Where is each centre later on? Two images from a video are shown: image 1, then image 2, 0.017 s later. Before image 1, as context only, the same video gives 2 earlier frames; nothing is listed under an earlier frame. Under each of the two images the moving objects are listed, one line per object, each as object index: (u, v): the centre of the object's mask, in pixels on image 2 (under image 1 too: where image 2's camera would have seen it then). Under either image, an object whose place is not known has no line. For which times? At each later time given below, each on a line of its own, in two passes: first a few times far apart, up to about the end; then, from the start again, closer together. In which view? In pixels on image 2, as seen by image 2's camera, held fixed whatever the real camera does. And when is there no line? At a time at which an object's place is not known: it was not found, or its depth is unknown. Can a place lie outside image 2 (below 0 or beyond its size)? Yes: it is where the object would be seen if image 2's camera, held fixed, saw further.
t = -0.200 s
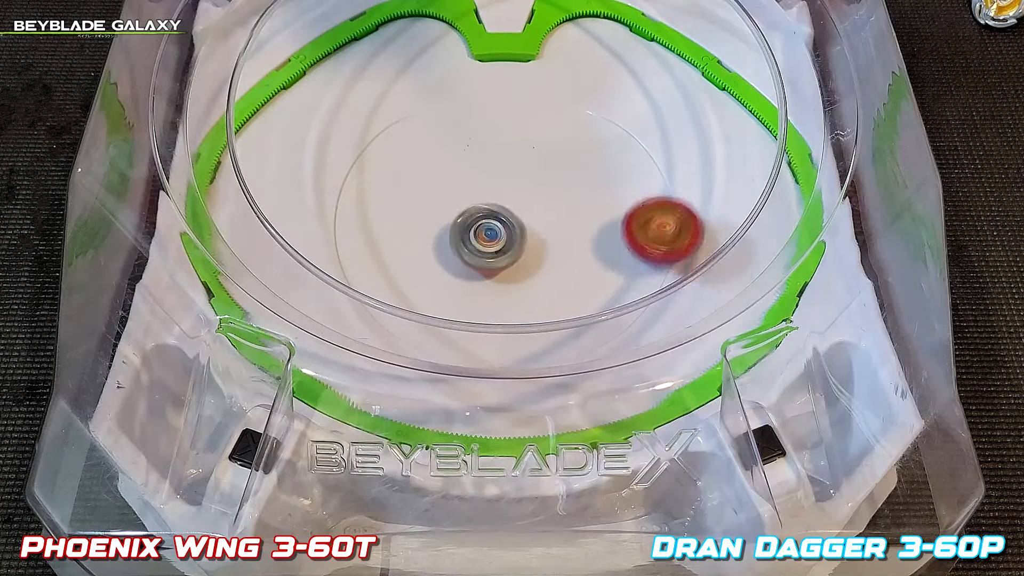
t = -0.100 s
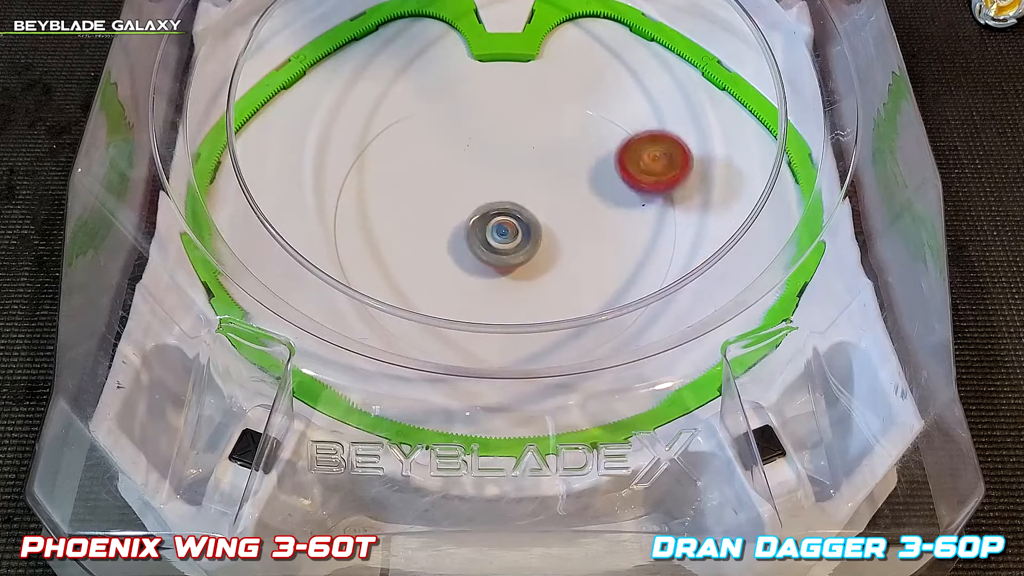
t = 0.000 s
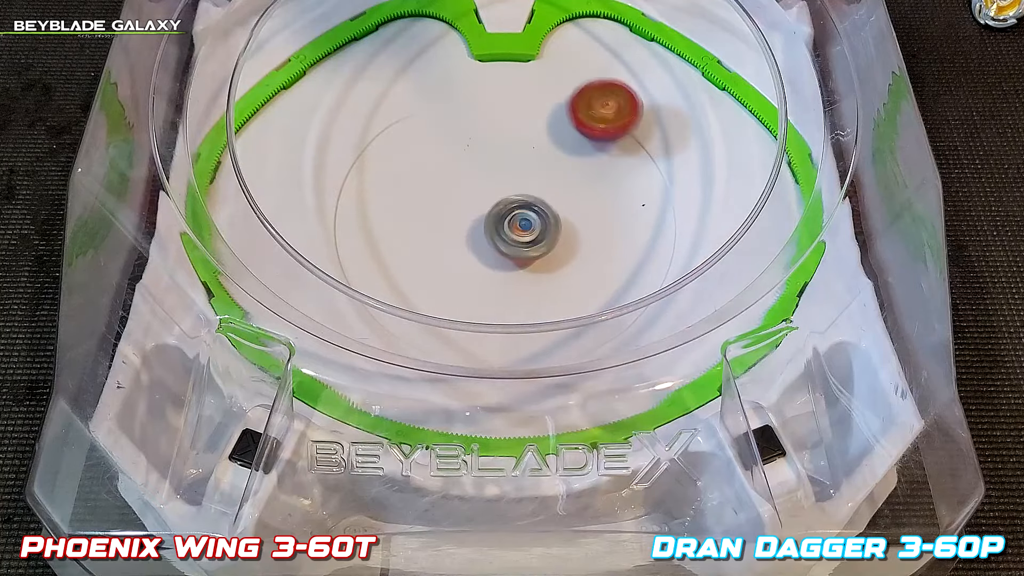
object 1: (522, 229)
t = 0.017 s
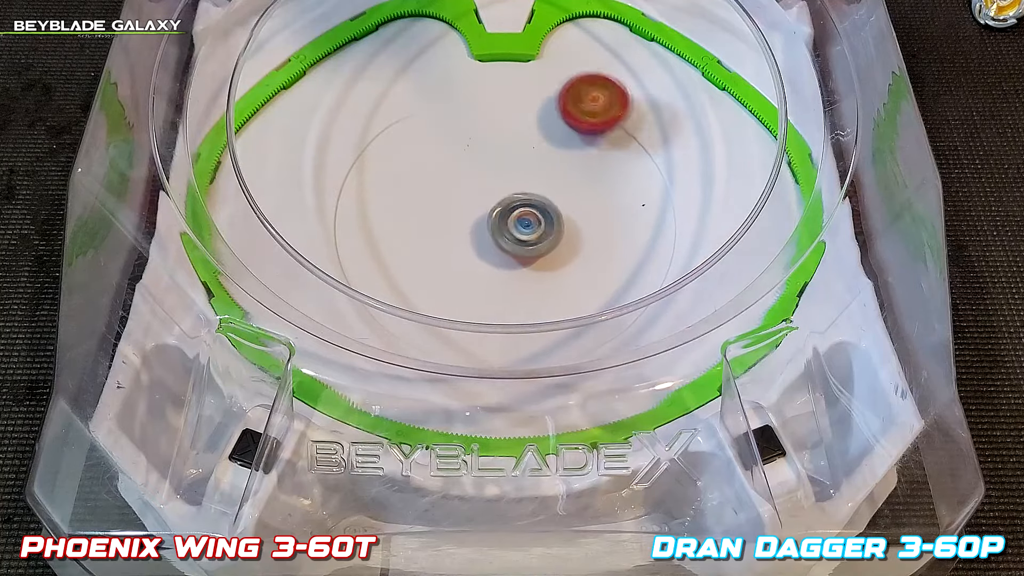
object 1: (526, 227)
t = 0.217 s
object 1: (553, 206)
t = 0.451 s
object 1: (558, 198)
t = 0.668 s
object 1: (555, 195)
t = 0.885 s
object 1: (541, 191)
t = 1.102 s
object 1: (501, 190)
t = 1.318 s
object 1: (471, 194)
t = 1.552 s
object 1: (467, 197)
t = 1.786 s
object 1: (469, 203)
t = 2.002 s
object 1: (488, 221)
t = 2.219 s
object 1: (526, 236)
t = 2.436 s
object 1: (542, 239)
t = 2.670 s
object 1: (545, 236)
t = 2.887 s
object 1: (544, 225)
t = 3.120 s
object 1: (529, 195)
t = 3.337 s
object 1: (513, 175)
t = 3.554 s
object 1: (508, 173)
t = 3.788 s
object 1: (502, 175)
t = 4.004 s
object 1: (490, 194)
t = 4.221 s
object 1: (479, 221)
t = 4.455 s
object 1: (478, 234)
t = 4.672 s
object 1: (483, 236)
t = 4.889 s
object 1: (496, 237)
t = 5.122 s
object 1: (532, 228)
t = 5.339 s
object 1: (555, 218)
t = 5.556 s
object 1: (558, 213)
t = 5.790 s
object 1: (556, 208)
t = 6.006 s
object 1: (540, 194)
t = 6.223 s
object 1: (514, 180)
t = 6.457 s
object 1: (492, 173)
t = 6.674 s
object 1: (370, 343)
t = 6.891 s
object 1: (410, 398)
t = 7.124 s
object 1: (521, 325)
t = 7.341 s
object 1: (575, 259)
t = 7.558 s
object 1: (575, 256)
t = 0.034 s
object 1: (529, 225)
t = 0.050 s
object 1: (532, 223)
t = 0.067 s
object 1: (535, 222)
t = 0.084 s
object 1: (537, 219)
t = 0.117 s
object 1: (542, 216)
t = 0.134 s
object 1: (544, 213)
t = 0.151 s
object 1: (546, 212)
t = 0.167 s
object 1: (548, 210)
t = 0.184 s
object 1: (550, 208)
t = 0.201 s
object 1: (551, 207)
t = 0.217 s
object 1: (553, 206)
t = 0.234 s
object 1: (554, 205)
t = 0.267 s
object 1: (556, 202)
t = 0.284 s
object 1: (557, 202)
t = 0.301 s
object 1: (557, 201)
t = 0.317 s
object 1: (558, 201)
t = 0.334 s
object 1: (558, 200)
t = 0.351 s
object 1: (558, 200)
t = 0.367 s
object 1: (558, 200)
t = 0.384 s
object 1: (558, 199)
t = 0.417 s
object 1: (558, 199)
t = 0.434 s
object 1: (558, 198)
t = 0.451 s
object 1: (558, 198)
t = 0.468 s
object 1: (558, 198)
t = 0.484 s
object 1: (558, 197)
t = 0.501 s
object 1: (557, 197)
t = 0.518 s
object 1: (557, 197)
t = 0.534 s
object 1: (557, 197)
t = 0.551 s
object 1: (557, 196)
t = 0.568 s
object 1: (557, 196)
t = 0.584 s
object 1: (557, 196)
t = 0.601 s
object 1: (556, 195)
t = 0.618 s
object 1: (556, 196)
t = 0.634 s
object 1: (556, 196)
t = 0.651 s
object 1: (556, 195)
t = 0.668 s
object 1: (555, 195)
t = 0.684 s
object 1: (555, 195)
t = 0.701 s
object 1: (554, 195)
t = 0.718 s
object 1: (554, 195)
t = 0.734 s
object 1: (553, 195)
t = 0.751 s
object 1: (552, 194)
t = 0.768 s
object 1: (551, 194)
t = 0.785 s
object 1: (550, 194)
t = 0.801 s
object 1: (549, 194)
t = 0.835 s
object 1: (546, 193)
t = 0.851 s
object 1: (545, 192)
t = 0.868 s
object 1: (543, 192)
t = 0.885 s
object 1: (541, 191)
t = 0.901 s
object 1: (539, 191)
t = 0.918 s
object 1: (536, 191)
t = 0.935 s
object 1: (533, 191)
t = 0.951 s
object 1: (530, 190)
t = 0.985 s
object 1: (524, 190)
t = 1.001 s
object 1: (521, 189)
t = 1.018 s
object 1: (517, 189)
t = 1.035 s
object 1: (514, 189)
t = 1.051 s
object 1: (511, 189)
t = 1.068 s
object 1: (507, 189)
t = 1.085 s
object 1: (504, 189)
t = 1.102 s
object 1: (501, 190)
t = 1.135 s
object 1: (495, 190)
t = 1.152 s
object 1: (492, 190)
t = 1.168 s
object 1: (489, 190)
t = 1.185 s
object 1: (487, 190)
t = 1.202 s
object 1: (484, 191)
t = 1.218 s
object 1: (481, 191)
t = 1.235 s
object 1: (479, 192)
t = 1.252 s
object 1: (477, 193)
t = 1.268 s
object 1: (475, 192)
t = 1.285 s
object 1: (474, 194)
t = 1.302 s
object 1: (472, 194)
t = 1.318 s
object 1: (471, 194)
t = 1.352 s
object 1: (470, 194)
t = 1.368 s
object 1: (469, 194)
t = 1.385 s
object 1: (468, 194)
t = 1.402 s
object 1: (468, 195)
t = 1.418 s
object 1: (468, 195)
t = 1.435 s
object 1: (468, 195)
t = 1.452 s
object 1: (468, 195)
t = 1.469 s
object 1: (468, 195)
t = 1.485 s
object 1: (468, 195)
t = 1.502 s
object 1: (468, 196)
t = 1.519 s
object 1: (467, 197)
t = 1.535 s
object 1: (467, 197)
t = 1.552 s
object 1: (467, 197)
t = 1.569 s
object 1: (467, 197)
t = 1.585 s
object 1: (467, 198)
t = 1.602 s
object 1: (467, 198)
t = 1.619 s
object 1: (467, 198)
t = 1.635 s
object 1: (467, 199)
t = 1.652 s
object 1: (467, 199)
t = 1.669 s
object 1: (467, 199)
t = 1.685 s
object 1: (467, 200)
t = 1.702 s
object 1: (467, 200)
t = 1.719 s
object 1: (468, 200)
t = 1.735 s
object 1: (468, 201)
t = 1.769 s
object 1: (468, 202)
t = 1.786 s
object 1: (469, 203)
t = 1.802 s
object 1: (470, 203)
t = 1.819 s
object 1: (470, 204)
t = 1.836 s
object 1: (472, 205)
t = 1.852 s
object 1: (472, 207)
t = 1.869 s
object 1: (473, 208)
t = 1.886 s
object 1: (474, 209)
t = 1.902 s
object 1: (475, 211)
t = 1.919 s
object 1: (477, 212)
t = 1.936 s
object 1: (478, 214)
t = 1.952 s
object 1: (480, 215)
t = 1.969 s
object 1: (483, 217)
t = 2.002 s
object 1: (488, 221)
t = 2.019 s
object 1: (490, 223)
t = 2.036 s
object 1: (493, 224)
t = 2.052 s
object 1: (496, 226)
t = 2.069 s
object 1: (499, 227)
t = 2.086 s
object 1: (502, 229)
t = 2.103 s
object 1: (506, 230)
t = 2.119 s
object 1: (508, 231)
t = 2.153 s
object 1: (515, 233)
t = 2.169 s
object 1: (518, 234)
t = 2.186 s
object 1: (521, 235)
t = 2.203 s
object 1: (524, 236)
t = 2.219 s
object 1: (526, 236)
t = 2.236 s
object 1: (529, 237)
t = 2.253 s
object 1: (531, 237)
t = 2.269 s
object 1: (533, 237)
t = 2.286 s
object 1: (535, 237)
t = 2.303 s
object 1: (536, 238)
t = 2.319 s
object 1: (537, 238)
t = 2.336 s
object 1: (539, 238)
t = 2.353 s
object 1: (539, 239)
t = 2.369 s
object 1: (541, 239)
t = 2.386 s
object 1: (541, 239)
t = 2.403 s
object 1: (541, 239)
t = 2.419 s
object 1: (542, 239)
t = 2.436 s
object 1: (542, 239)
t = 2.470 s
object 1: (543, 238)
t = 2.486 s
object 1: (543, 238)
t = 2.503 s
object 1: (543, 237)
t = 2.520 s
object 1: (544, 237)
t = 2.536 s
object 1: (544, 237)
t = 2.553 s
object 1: (544, 237)
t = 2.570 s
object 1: (545, 237)
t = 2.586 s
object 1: (545, 237)
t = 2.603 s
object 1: (545, 236)
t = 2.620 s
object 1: (545, 236)
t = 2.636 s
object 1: (545, 236)
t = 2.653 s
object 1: (545, 236)
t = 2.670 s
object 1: (545, 236)
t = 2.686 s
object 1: (546, 235)
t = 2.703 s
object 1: (546, 235)
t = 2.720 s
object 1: (545, 235)
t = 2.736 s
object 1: (546, 234)
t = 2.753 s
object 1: (546, 233)
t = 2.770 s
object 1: (545, 232)
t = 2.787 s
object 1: (545, 232)
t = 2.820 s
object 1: (545, 230)
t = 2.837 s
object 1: (545, 229)
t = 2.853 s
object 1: (545, 228)
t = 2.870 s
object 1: (544, 226)
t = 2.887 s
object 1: (544, 225)
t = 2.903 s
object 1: (544, 223)
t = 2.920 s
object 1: (544, 221)
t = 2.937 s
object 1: (543, 219)
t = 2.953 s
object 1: (542, 217)
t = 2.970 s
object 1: (542, 215)
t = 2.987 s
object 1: (540, 213)
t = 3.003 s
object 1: (539, 211)
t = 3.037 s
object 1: (536, 206)
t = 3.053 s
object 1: (535, 204)
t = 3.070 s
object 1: (534, 201)
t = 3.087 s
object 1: (532, 199)
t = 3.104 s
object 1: (530, 197)
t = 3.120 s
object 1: (529, 195)
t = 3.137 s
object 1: (527, 193)
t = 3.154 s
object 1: (525, 191)
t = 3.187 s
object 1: (522, 186)
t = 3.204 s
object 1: (521, 185)
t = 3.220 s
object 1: (520, 183)
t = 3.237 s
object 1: (518, 182)
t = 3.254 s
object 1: (517, 180)
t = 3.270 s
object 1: (516, 179)
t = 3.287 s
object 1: (515, 178)
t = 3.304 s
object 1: (515, 176)
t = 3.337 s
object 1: (513, 175)
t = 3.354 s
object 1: (513, 174)
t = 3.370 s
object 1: (513, 173)
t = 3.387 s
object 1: (512, 173)
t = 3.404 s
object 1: (512, 173)
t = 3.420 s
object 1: (511, 173)
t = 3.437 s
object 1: (511, 172)
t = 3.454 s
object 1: (511, 172)
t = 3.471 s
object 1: (510, 172)
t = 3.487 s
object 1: (510, 172)
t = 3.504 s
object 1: (510, 172)
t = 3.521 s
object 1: (509, 173)
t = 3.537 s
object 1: (509, 173)
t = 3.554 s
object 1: (508, 173)
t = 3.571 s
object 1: (508, 173)
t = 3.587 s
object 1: (507, 173)
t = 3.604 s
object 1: (507, 173)
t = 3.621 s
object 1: (506, 174)
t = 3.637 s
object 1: (505, 173)
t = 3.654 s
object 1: (505, 173)
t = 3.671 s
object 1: (505, 173)
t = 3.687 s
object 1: (505, 173)
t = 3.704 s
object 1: (505, 173)
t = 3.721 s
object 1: (504, 173)
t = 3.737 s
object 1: (504, 174)
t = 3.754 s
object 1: (504, 174)
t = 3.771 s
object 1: (503, 175)
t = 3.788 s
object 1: (502, 175)
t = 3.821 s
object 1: (501, 177)
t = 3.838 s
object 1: (500, 178)
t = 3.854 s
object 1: (499, 179)
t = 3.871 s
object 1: (498, 180)
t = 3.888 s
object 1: (497, 181)
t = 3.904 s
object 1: (496, 183)
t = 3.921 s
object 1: (495, 185)
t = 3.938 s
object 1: (494, 186)
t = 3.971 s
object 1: (491, 190)
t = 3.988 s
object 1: (491, 192)
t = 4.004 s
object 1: (490, 194)
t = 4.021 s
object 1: (488, 196)
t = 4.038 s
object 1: (487, 198)
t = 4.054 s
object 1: (487, 200)
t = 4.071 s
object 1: (485, 202)
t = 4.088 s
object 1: (485, 204)
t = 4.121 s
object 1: (483, 209)
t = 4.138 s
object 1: (482, 211)
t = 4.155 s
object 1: (482, 213)
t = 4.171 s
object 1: (481, 215)
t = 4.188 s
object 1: (480, 217)
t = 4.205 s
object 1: (480, 219)
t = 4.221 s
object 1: (479, 221)
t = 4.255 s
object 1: (479, 225)
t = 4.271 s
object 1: (478, 226)
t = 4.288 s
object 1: (478, 227)
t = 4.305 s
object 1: (478, 229)
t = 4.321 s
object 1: (478, 230)
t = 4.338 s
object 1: (477, 230)
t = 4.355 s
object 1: (477, 231)
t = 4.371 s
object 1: (477, 232)
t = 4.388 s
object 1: (477, 232)
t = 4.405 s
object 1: (477, 233)
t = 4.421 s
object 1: (477, 233)
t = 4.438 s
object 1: (477, 233)
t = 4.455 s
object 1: (478, 234)
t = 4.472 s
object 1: (478, 234)
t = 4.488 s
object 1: (478, 233)
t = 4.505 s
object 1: (479, 233)
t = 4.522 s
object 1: (480, 234)
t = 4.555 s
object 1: (481, 234)
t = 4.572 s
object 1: (481, 235)
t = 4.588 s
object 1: (481, 235)
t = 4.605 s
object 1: (482, 236)
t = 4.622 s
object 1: (482, 236)
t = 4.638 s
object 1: (482, 236)
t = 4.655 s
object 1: (482, 236)
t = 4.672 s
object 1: (483, 236)
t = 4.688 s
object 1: (483, 236)
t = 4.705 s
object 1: (484, 236)
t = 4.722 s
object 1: (485, 236)
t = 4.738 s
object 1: (485, 237)
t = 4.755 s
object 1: (486, 236)
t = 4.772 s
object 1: (487, 236)
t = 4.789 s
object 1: (487, 236)
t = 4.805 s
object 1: (489, 236)
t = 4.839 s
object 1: (491, 237)
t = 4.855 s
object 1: (493, 237)
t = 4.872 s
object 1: (495, 237)
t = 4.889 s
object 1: (496, 237)
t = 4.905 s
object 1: (498, 236)
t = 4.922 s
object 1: (501, 236)
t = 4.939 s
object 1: (503, 237)
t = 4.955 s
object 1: (505, 236)
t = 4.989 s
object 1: (510, 236)
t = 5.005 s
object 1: (513, 235)
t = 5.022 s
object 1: (516, 234)
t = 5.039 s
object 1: (519, 234)
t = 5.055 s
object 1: (522, 233)
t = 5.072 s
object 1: (524, 232)
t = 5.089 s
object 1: (527, 232)
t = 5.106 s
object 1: (530, 230)
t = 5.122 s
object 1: (532, 228)
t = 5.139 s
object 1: (535, 228)
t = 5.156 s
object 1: (537, 227)
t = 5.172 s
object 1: (539, 226)
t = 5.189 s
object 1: (542, 225)
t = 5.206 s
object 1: (543, 224)
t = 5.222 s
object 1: (545, 223)
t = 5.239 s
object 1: (547, 222)
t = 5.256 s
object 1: (549, 222)
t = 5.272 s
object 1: (550, 221)
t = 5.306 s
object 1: (553, 220)
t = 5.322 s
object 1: (554, 219)
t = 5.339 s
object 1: (555, 218)
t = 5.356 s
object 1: (556, 218)
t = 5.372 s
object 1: (557, 217)
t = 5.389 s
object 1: (558, 217)
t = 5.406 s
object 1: (558, 216)
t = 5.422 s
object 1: (558, 216)
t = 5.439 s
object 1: (558, 216)
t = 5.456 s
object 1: (558, 215)
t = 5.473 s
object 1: (558, 215)
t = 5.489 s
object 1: (558, 215)
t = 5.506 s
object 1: (558, 214)
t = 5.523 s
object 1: (558, 213)
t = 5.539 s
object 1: (558, 214)
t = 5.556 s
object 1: (558, 213)
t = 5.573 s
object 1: (558, 212)
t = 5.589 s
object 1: (558, 213)
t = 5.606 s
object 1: (558, 212)
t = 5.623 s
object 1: (558, 212)
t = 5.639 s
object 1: (558, 211)
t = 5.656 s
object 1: (557, 211)
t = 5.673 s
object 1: (557, 211)
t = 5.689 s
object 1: (557, 210)
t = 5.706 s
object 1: (557, 210)
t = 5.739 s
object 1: (557, 209)
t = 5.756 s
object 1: (557, 209)
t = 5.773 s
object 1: (556, 208)
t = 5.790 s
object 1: (556, 208)
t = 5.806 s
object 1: (555, 207)
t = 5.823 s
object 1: (554, 206)
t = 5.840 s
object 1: (553, 205)
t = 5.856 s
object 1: (553, 204)
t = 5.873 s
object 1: (552, 203)
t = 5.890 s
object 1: (550, 202)
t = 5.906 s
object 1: (550, 201)
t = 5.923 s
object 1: (549, 200)
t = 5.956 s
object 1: (545, 198)
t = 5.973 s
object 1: (544, 197)
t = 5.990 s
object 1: (542, 196)
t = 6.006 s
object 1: (540, 194)
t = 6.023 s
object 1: (538, 193)
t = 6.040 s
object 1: (536, 191)
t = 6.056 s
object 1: (535, 191)
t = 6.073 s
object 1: (533, 189)
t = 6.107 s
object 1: (528, 187)
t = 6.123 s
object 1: (527, 185)
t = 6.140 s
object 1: (524, 185)
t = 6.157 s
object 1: (522, 184)
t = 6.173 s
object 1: (520, 183)
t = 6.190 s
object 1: (518, 181)
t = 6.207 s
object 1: (516, 181)
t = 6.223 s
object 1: (514, 180)
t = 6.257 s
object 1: (510, 178)
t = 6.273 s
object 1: (508, 177)
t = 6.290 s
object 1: (506, 176)
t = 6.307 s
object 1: (505, 175)
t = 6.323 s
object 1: (503, 175)
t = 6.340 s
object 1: (501, 175)
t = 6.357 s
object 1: (500, 174)
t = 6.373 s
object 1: (498, 174)
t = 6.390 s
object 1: (496, 174)
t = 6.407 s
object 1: (495, 174)
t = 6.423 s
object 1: (495, 173)
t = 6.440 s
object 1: (494, 173)
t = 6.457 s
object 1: (492, 173)
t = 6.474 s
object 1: (491, 173)
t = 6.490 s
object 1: (491, 173)
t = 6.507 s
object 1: (490, 173)
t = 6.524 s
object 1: (490, 173)
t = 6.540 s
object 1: (491, 173)
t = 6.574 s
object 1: (460, 215)
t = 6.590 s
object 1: (441, 242)
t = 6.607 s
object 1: (424, 264)
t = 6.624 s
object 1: (407, 279)
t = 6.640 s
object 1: (388, 311)
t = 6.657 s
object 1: (384, 322)
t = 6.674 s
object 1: (370, 343)
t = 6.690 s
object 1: (358, 354)
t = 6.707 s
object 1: (355, 376)
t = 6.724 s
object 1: (349, 387)
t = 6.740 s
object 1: (349, 389)
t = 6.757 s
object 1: (351, 397)
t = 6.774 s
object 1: (355, 402)
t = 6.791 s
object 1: (363, 401)
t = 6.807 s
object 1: (373, 406)
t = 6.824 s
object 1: (381, 407)
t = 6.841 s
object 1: (389, 404)
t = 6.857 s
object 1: (396, 401)
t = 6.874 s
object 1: (402, 399)
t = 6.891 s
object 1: (410, 398)
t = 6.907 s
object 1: (416, 397)
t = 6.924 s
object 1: (421, 397)
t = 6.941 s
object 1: (427, 396)
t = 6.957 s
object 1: (433, 398)
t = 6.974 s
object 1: (441, 389)
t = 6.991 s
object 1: (451, 380)
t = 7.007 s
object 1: (457, 367)
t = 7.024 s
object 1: (466, 368)
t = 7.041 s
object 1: (473, 362)
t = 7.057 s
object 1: (487, 342)
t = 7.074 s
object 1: (496, 340)
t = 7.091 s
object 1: (506, 337)
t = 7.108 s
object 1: (511, 333)
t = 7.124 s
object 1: (521, 325)
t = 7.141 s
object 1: (527, 321)
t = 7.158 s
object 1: (533, 312)
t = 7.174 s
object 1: (538, 306)
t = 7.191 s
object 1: (543, 295)
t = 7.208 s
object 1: (549, 290)
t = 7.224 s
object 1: (553, 287)
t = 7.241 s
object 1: (557, 283)
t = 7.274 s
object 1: (565, 276)
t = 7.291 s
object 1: (569, 271)
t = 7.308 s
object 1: (571, 265)
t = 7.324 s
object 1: (573, 263)
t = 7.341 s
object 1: (575, 259)
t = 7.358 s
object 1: (577, 257)
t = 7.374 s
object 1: (579, 256)
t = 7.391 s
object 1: (580, 254)
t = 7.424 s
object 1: (582, 254)
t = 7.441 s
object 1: (582, 254)
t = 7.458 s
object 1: (584, 255)
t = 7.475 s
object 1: (583, 255)
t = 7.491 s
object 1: (583, 255)
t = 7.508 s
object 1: (582, 255)
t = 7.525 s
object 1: (580, 256)
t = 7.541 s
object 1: (578, 256)
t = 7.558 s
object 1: (575, 256)
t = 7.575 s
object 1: (574, 256)
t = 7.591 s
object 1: (571, 255)
